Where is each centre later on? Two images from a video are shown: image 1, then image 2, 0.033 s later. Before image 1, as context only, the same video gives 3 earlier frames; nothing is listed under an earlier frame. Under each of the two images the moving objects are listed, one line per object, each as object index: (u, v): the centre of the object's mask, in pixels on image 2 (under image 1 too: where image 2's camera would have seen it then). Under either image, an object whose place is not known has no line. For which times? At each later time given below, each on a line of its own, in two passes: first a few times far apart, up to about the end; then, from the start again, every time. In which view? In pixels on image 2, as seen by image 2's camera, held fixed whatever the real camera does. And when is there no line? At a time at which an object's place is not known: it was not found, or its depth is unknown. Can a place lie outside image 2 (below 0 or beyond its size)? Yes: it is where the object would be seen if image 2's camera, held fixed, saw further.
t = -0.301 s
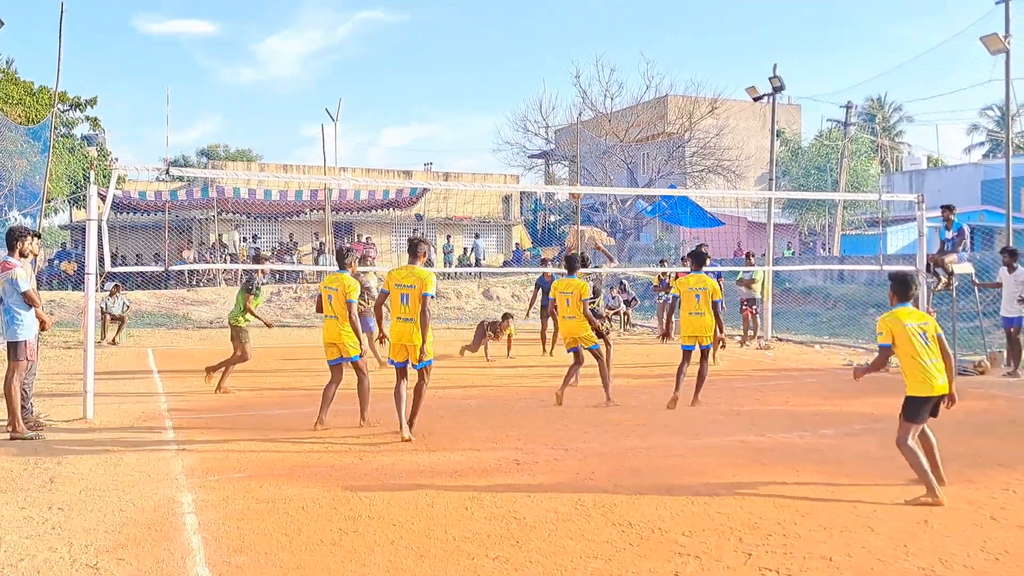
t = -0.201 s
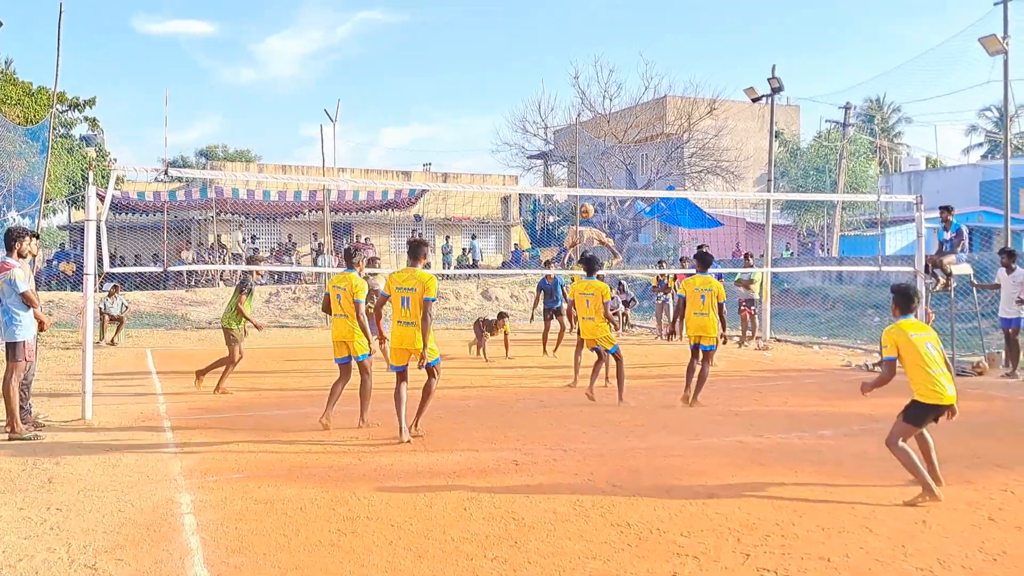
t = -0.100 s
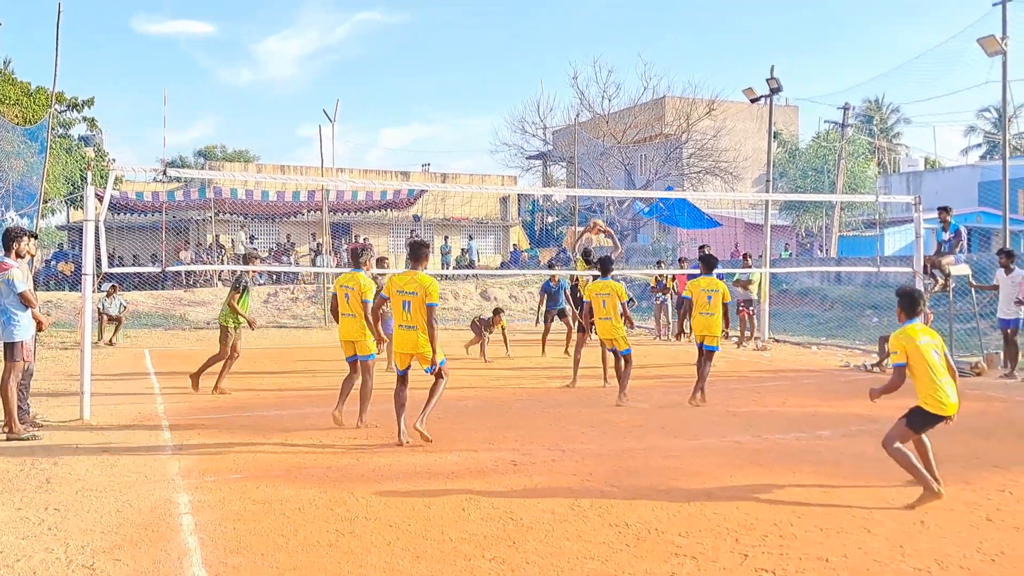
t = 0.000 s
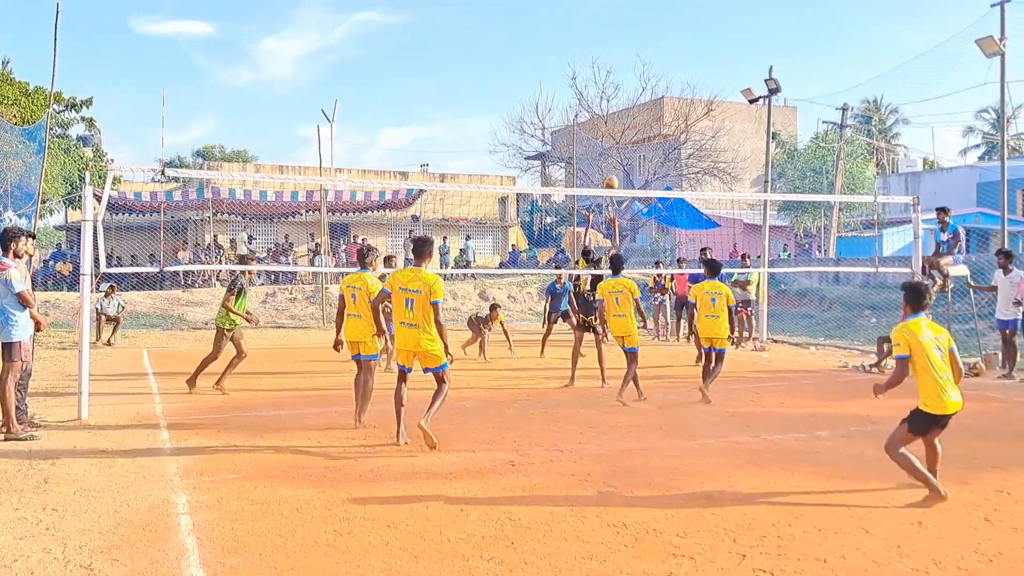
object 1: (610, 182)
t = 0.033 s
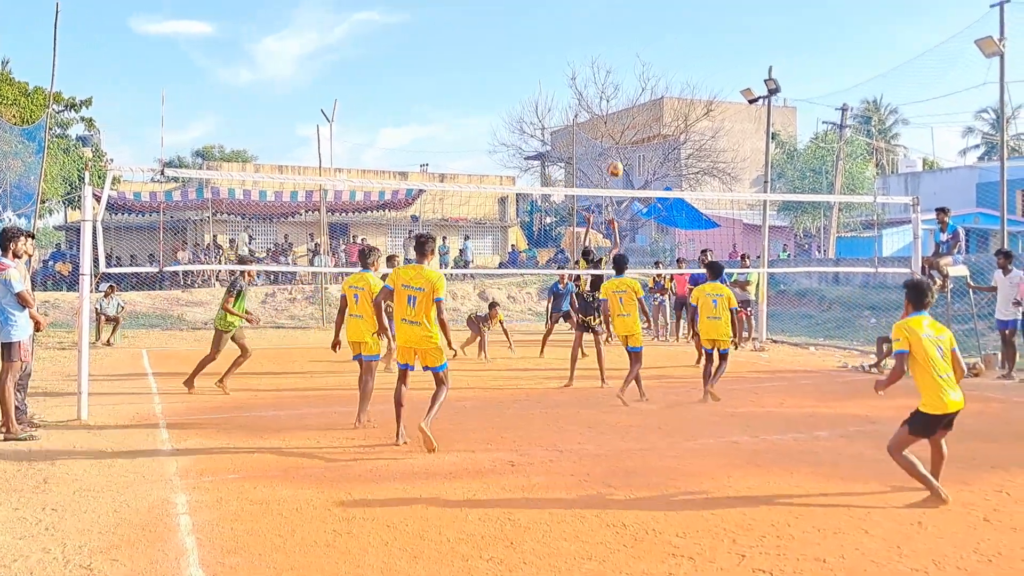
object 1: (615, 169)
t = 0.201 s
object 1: (640, 115)
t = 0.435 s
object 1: (671, 76)
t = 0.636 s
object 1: (695, 75)
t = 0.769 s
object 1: (709, 92)
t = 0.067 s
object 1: (621, 157)
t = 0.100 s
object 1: (626, 145)
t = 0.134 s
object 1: (630, 135)
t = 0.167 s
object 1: (635, 124)
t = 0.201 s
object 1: (640, 115)
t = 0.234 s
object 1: (644, 108)
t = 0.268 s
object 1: (649, 100)
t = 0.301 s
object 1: (653, 93)
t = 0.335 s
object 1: (658, 88)
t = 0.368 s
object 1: (662, 83)
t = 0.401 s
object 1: (666, 79)
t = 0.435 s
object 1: (671, 76)
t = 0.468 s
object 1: (675, 74)
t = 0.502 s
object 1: (679, 72)
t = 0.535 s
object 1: (683, 72)
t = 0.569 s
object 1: (687, 72)
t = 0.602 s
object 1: (691, 73)
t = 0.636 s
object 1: (695, 75)
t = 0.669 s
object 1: (699, 78)
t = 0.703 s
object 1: (702, 82)
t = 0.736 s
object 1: (706, 86)
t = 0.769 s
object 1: (709, 92)
